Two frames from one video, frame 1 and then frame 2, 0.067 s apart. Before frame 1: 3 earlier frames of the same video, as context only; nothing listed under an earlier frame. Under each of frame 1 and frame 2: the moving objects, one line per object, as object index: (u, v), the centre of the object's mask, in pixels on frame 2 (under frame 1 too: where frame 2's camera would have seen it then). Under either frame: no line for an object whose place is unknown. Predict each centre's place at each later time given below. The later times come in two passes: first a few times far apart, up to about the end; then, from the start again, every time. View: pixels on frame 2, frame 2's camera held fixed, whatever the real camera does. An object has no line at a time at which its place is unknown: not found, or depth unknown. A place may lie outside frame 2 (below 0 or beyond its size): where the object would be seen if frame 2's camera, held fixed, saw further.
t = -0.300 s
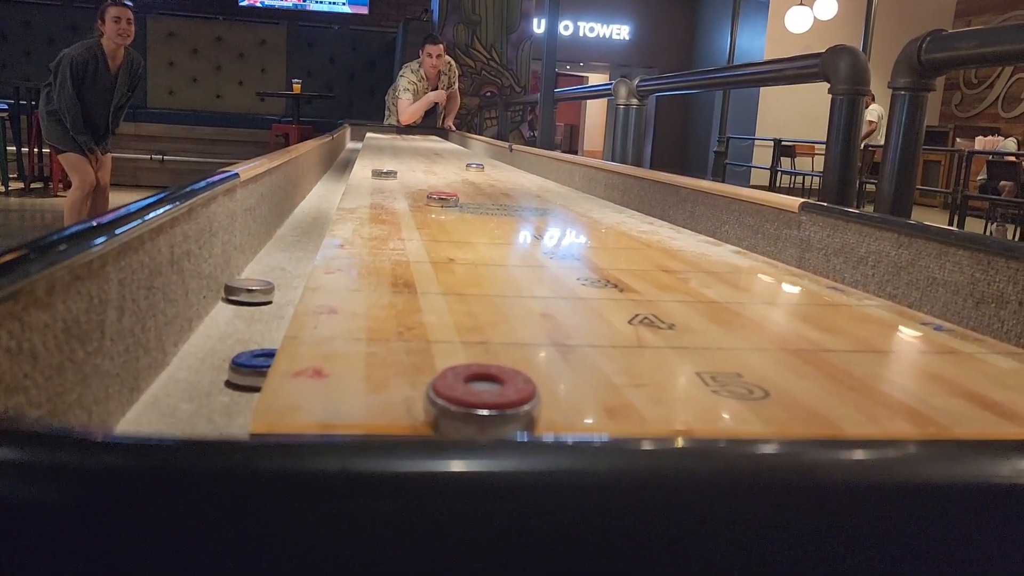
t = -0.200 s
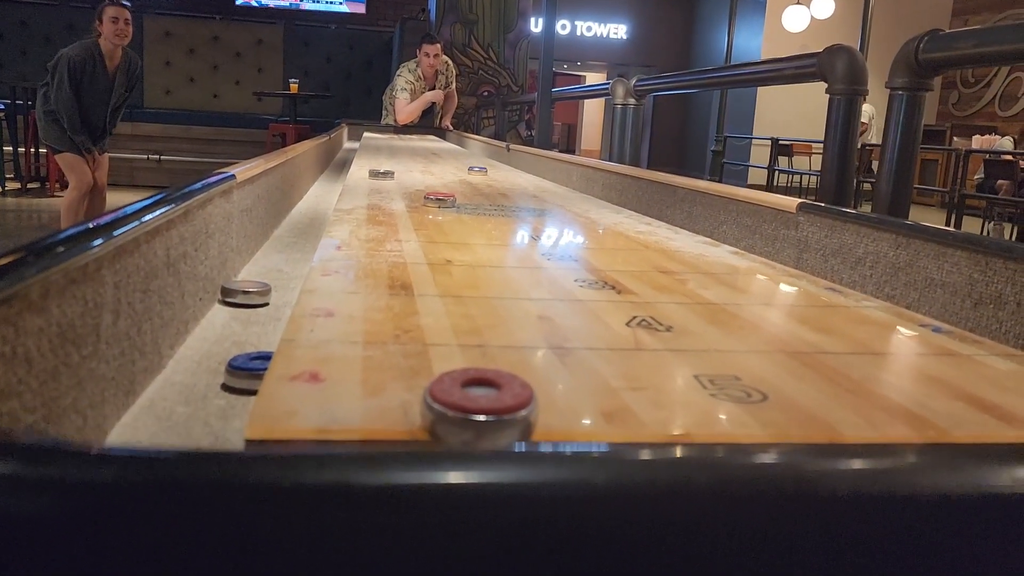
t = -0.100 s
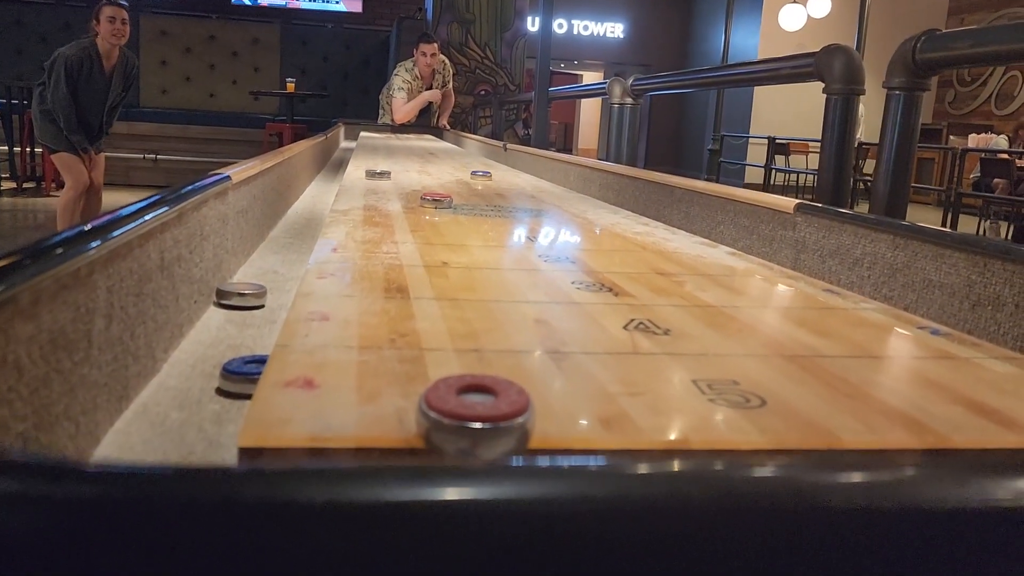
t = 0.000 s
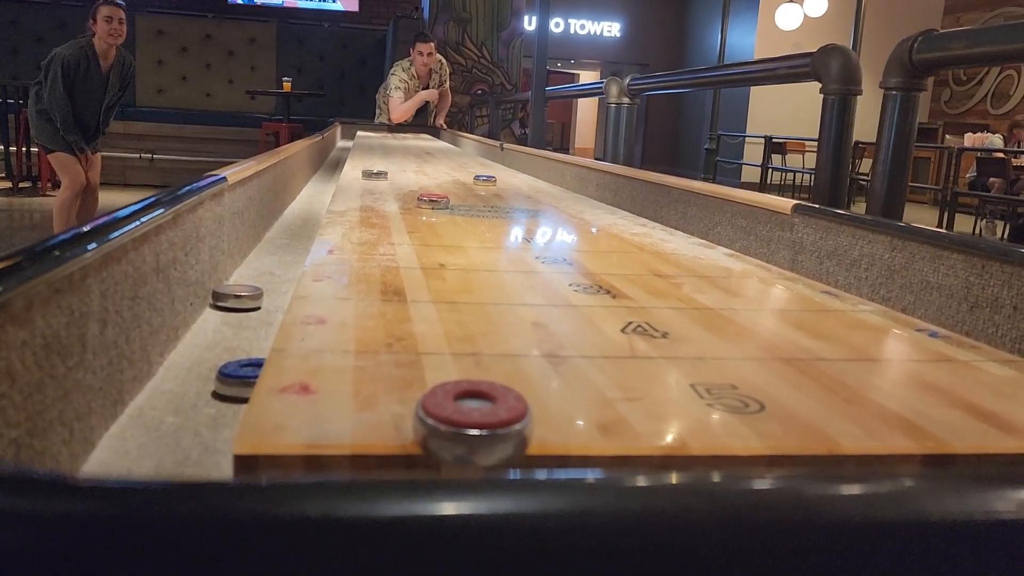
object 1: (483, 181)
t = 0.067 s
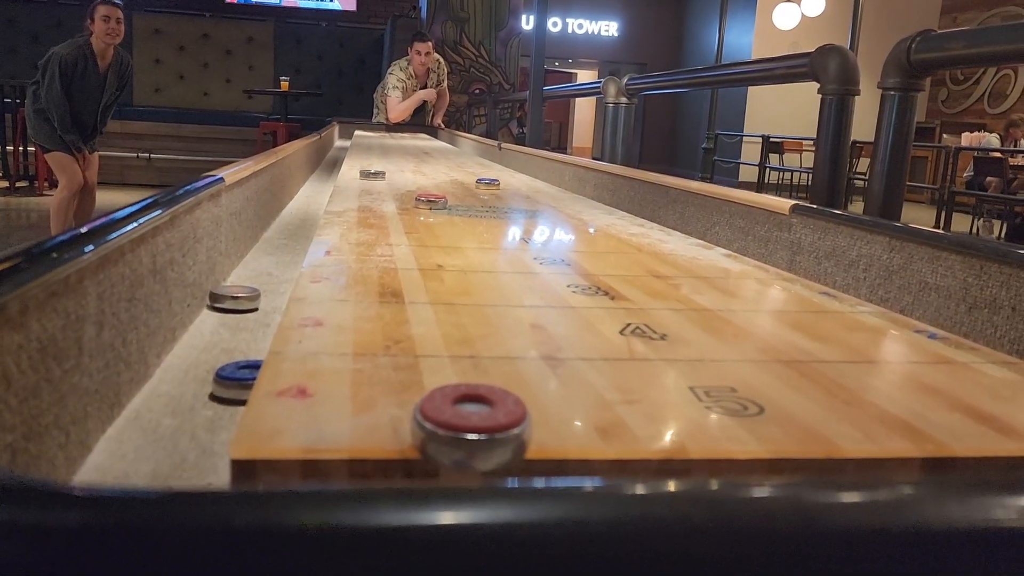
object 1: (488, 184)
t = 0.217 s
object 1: (500, 193)
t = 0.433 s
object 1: (522, 210)
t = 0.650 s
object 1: (550, 231)
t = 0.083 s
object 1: (489, 185)
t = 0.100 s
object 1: (490, 186)
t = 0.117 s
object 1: (492, 187)
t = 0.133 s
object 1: (493, 188)
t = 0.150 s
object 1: (494, 189)
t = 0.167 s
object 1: (496, 190)
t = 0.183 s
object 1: (497, 191)
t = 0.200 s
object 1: (499, 192)
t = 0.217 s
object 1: (500, 193)
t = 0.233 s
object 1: (502, 194)
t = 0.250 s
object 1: (503, 195)
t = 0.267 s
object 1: (505, 196)
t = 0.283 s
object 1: (506, 198)
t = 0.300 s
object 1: (508, 199)
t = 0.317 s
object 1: (510, 200)
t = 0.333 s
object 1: (511, 201)
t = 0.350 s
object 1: (513, 203)
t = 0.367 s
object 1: (515, 204)
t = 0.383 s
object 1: (517, 206)
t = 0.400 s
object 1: (519, 207)
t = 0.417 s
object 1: (520, 208)
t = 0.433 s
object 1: (522, 210)
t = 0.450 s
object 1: (524, 211)
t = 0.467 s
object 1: (526, 213)
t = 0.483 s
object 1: (528, 214)
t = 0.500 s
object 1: (531, 216)
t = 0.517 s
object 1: (532, 217)
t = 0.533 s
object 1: (535, 219)
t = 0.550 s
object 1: (537, 220)
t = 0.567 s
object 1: (539, 222)
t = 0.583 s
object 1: (541, 224)
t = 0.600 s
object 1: (543, 226)
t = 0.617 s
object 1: (546, 227)
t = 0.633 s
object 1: (548, 229)
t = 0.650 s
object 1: (550, 231)
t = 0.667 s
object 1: (552, 233)
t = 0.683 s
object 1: (555, 235)
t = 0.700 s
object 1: (557, 236)
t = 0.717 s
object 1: (560, 238)
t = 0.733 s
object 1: (562, 240)
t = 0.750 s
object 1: (565, 242)
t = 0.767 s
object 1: (568, 244)
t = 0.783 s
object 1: (570, 247)
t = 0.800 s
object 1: (573, 249)
